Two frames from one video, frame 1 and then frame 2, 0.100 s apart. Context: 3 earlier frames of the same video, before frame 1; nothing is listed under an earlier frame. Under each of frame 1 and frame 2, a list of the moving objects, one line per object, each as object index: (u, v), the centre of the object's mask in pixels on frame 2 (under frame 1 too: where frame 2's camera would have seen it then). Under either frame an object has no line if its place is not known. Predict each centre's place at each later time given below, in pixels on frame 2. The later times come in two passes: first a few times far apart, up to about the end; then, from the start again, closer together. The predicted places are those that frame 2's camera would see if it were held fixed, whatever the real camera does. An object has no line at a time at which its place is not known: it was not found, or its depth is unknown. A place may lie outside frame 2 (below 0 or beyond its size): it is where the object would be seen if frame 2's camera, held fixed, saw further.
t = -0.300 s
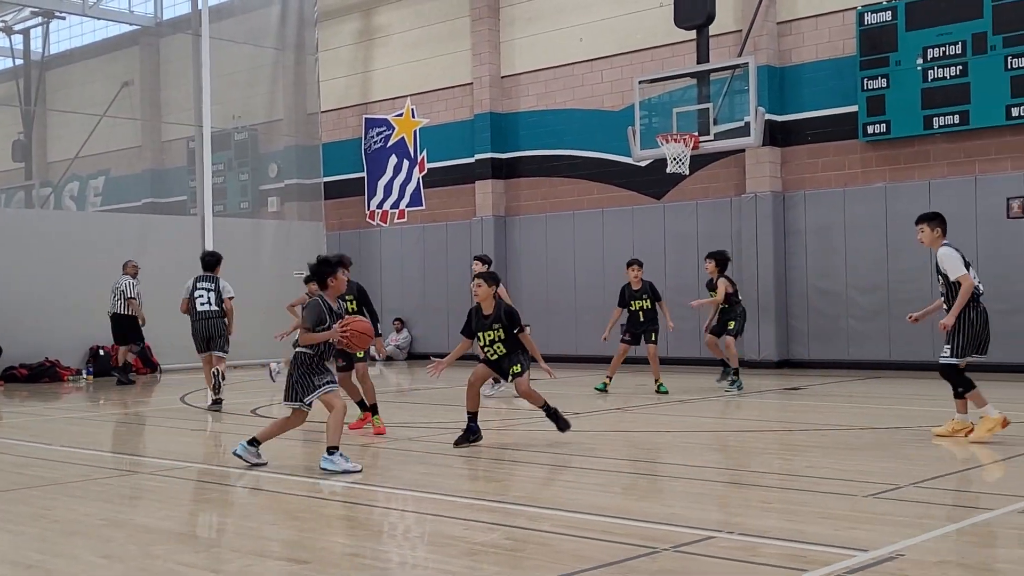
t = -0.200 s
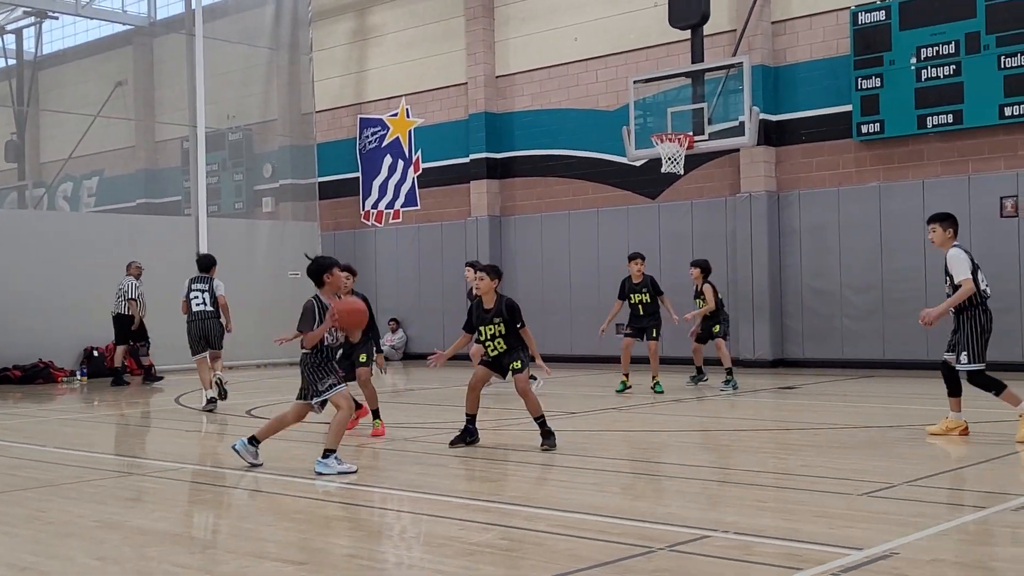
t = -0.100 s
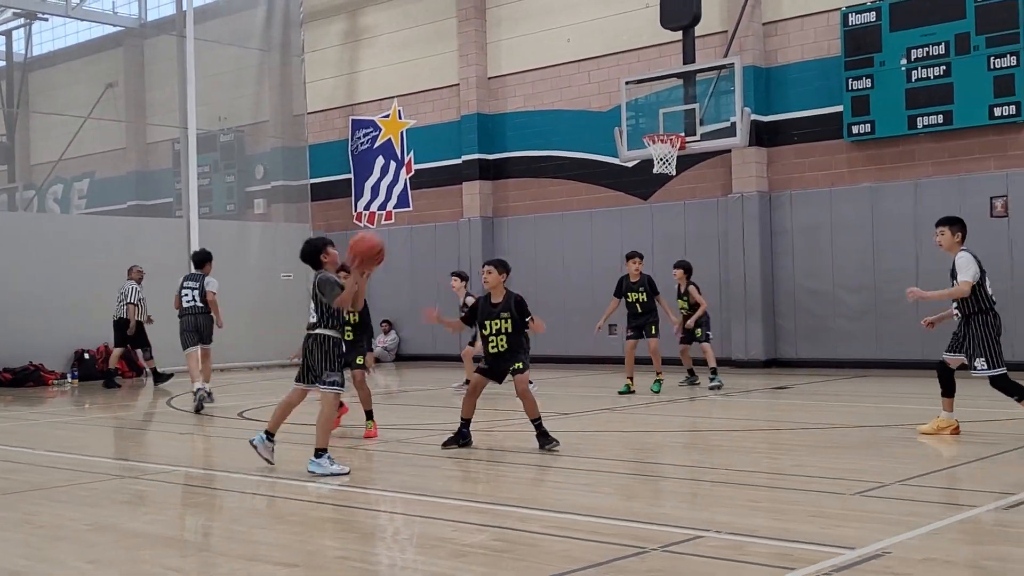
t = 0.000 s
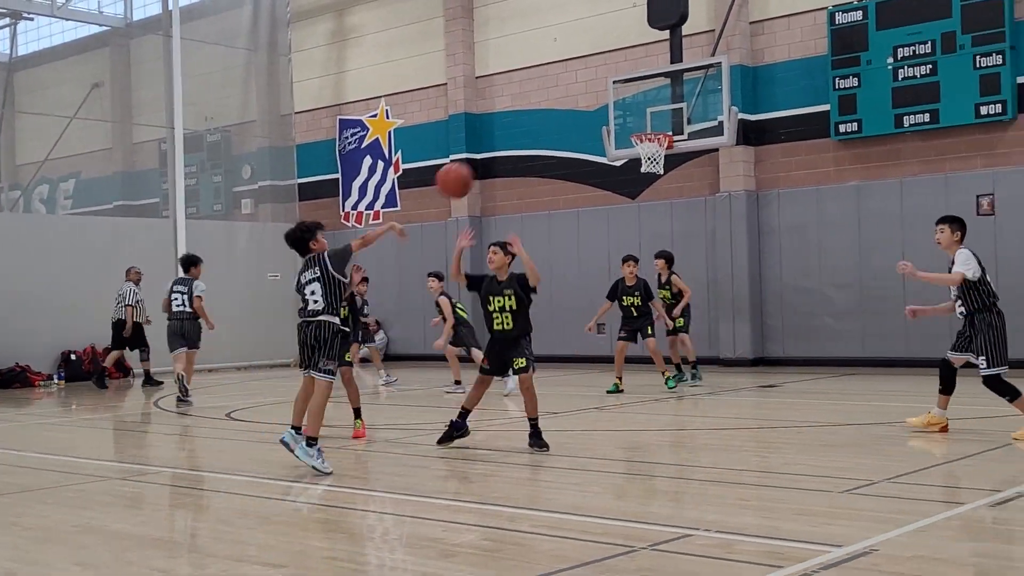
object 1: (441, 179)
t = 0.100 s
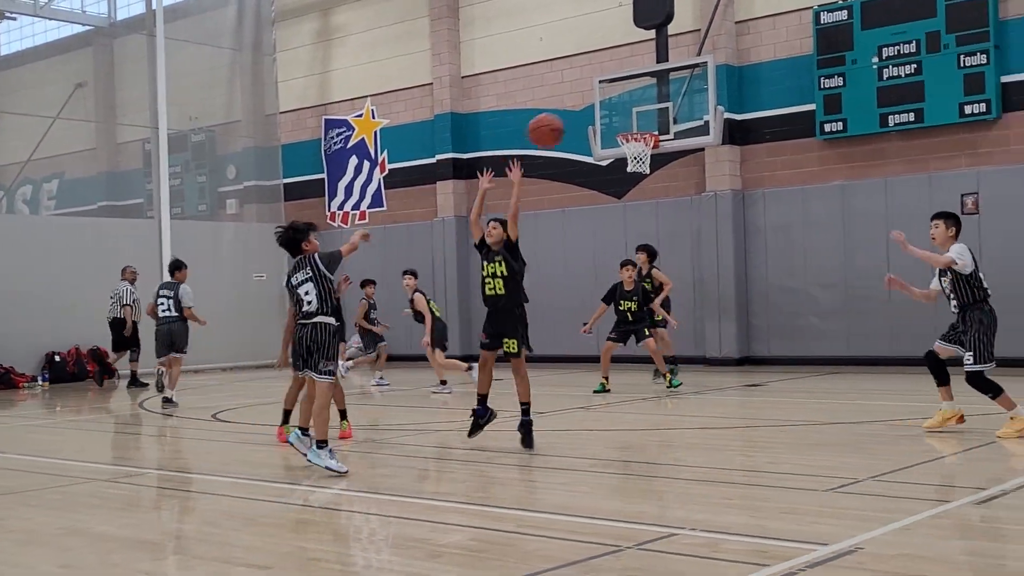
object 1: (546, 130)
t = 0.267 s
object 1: (704, 87)
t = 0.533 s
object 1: (919, 99)
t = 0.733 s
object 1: (1057, 161)
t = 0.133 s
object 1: (578, 119)
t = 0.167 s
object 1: (611, 109)
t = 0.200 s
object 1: (642, 100)
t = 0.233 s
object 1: (673, 93)
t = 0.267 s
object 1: (704, 87)
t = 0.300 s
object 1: (732, 83)
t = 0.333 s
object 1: (761, 81)
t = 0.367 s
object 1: (789, 80)
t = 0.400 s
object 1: (815, 81)
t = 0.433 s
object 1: (843, 84)
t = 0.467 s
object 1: (869, 88)
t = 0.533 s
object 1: (919, 99)
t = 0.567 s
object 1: (944, 106)
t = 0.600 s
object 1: (967, 114)
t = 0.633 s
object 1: (991, 125)
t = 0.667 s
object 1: (1014, 136)
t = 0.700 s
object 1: (1036, 149)
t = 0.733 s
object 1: (1057, 161)
